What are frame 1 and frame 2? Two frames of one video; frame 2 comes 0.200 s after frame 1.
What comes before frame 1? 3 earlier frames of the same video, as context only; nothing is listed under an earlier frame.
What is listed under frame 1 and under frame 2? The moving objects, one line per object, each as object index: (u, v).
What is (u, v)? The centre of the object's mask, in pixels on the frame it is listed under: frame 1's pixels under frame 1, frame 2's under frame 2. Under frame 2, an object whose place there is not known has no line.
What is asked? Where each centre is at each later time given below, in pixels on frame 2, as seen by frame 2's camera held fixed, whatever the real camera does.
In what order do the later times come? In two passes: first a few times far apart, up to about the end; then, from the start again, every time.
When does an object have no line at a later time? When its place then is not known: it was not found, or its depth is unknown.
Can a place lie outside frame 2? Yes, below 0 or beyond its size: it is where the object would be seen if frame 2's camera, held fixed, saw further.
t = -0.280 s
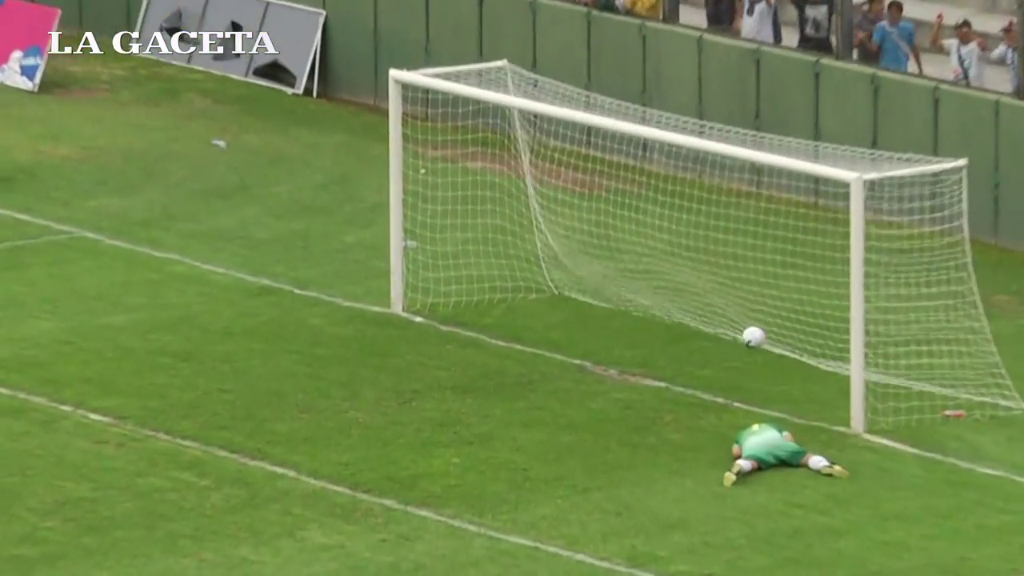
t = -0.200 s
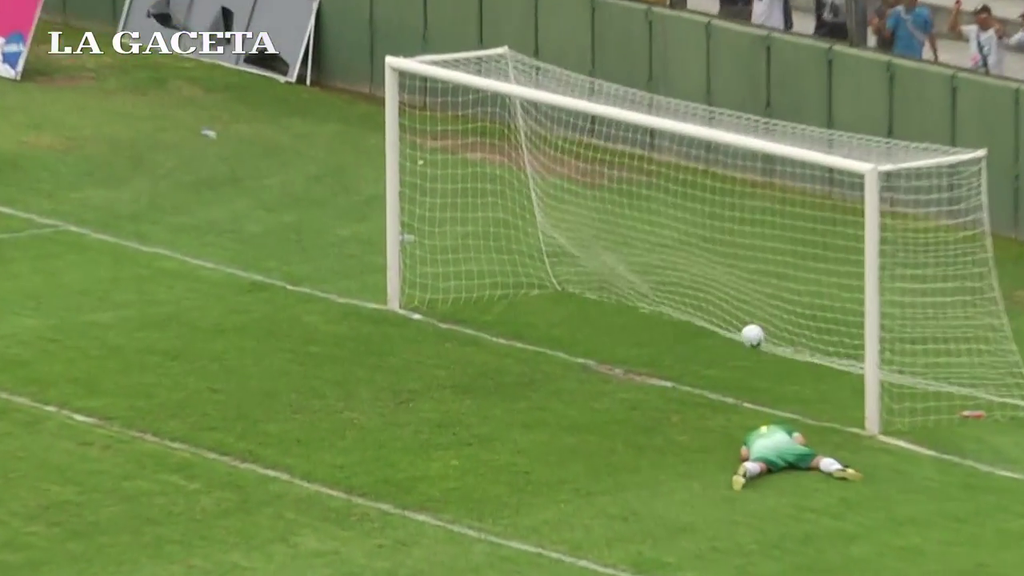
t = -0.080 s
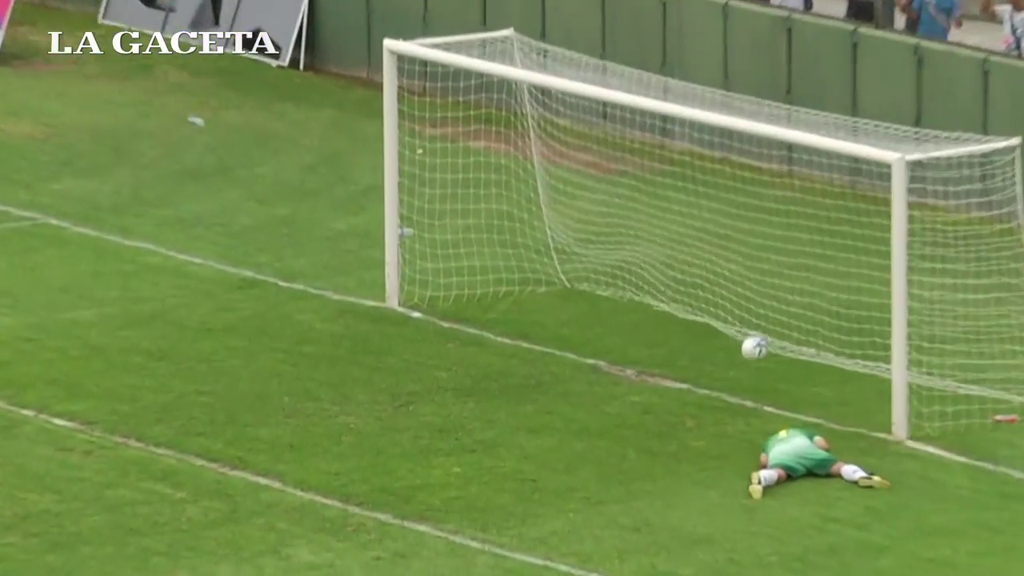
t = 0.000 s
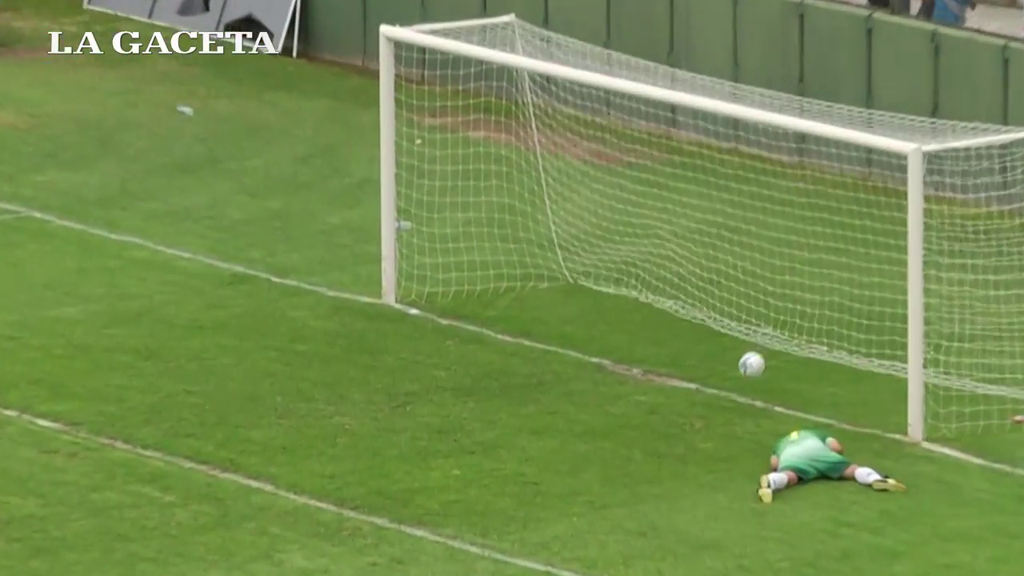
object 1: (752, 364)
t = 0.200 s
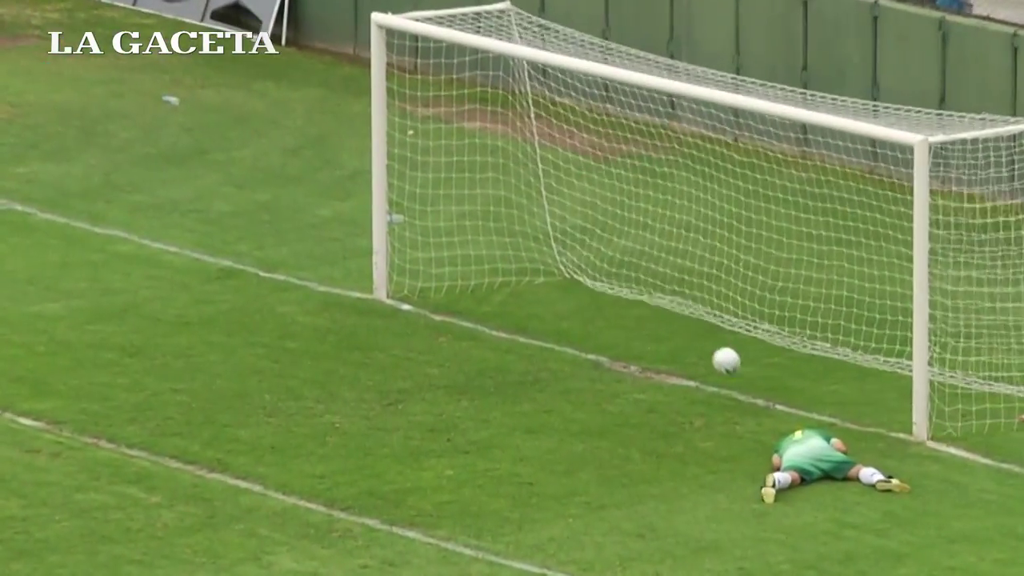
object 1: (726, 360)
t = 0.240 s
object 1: (721, 354)
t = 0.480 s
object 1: (696, 360)
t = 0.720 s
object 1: (667, 374)
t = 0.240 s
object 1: (721, 354)
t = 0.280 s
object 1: (717, 351)
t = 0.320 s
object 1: (712, 349)
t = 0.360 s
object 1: (708, 349)
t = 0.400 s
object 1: (704, 351)
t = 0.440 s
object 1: (700, 354)
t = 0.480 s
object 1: (696, 360)
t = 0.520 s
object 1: (691, 367)
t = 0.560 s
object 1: (687, 376)
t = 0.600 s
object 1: (682, 385)
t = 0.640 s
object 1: (678, 379)
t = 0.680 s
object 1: (672, 375)
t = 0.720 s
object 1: (667, 374)
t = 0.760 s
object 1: (662, 374)
